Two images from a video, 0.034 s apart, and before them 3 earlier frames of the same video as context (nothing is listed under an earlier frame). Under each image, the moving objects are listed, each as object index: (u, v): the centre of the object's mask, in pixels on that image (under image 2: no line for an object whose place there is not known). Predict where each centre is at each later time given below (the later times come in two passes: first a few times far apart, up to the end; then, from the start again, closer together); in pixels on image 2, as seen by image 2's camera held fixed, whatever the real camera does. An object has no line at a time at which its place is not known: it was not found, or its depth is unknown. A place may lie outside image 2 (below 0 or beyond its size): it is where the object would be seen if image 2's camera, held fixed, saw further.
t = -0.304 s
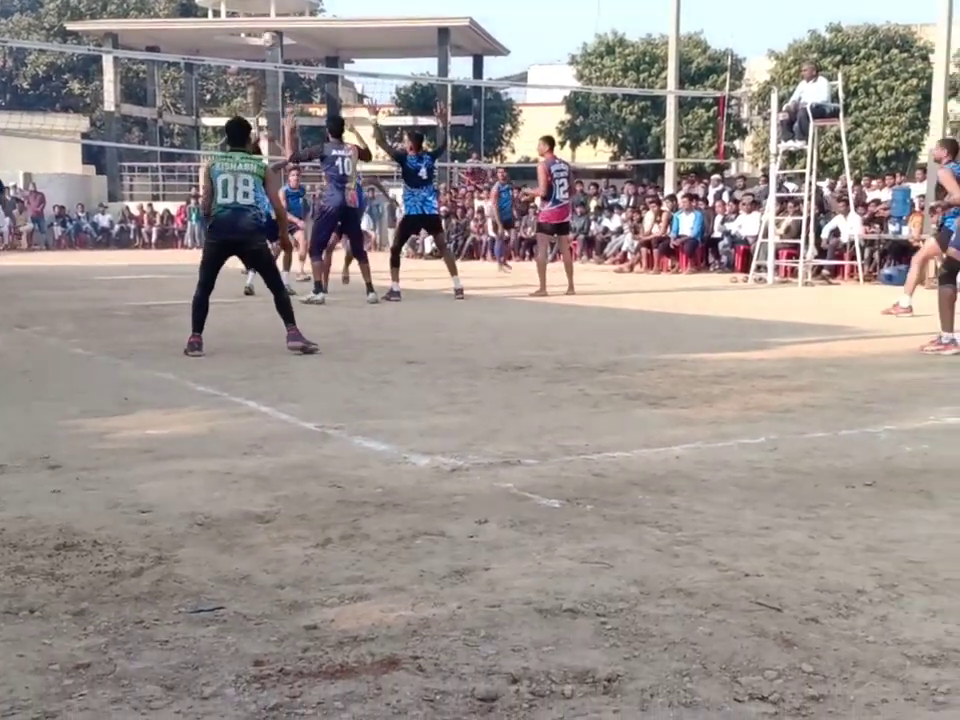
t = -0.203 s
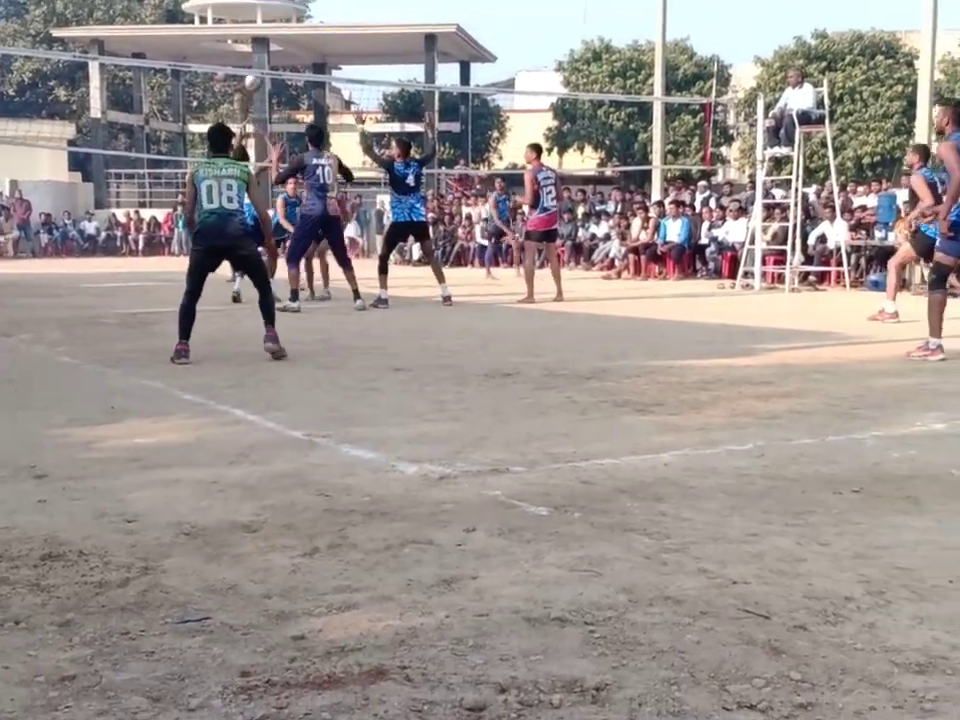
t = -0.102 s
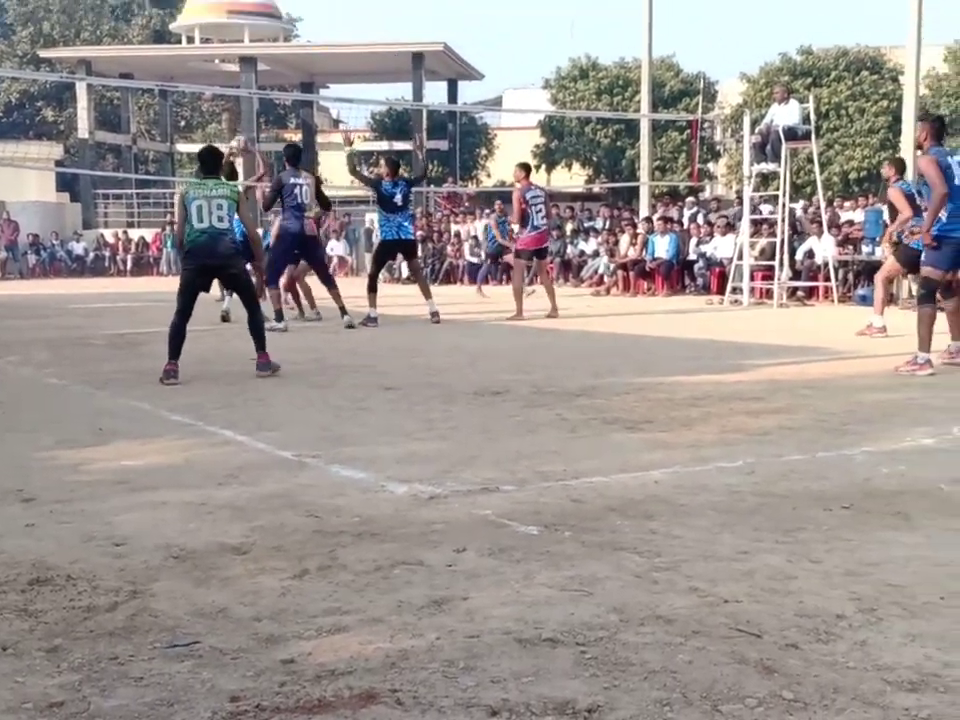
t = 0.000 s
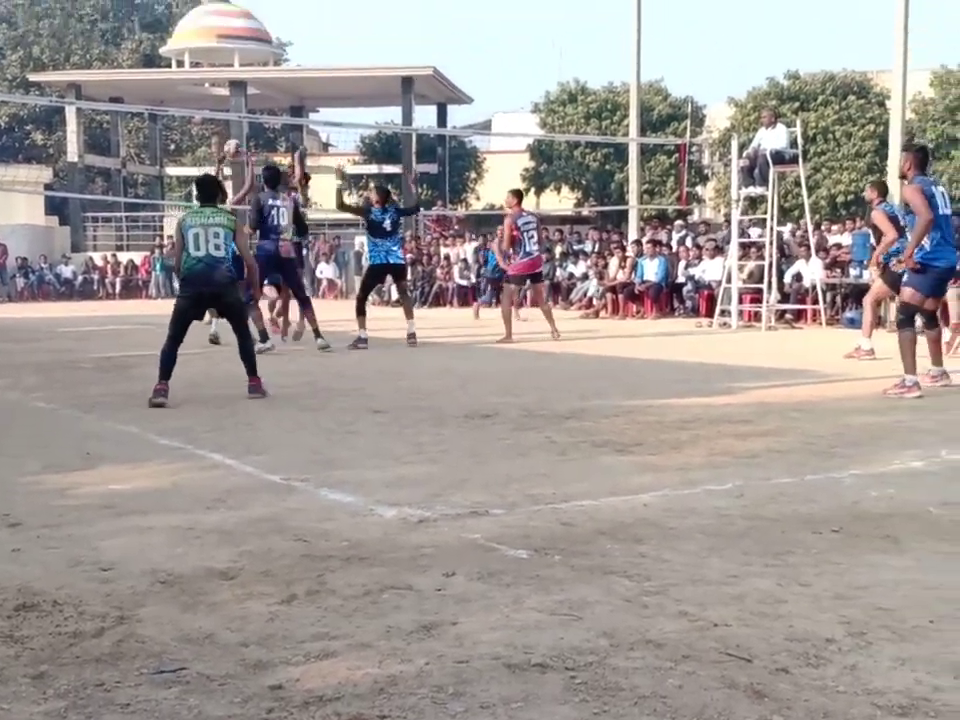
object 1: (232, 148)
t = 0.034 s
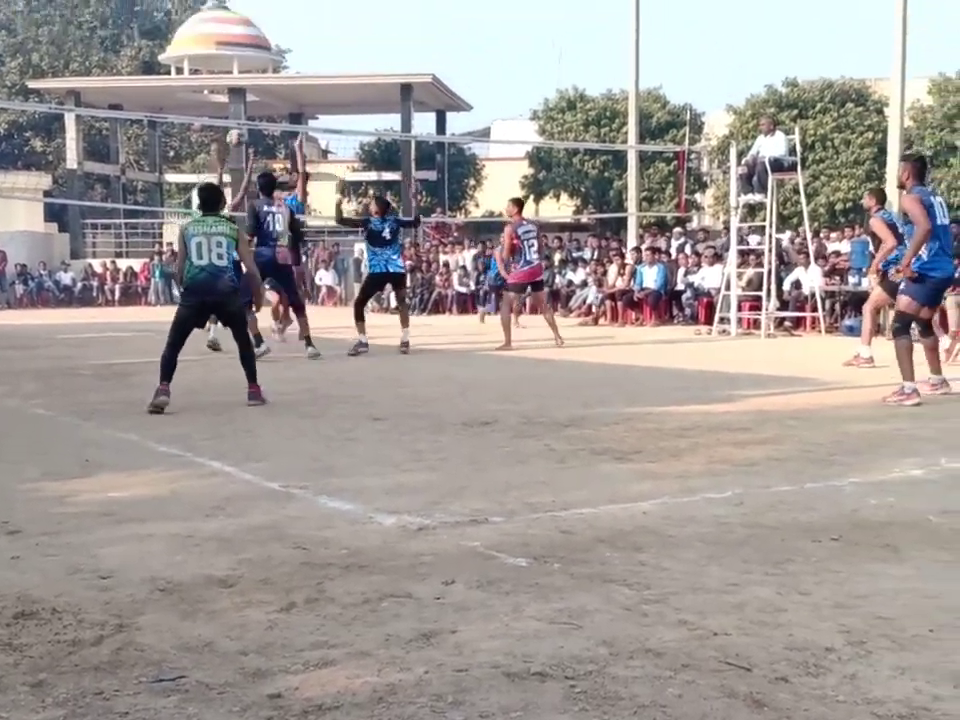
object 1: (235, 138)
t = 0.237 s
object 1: (258, 60)
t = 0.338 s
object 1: (270, 35)
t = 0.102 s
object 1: (242, 107)
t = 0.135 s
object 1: (246, 93)
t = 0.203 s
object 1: (254, 69)
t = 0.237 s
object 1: (258, 60)
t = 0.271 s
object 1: (261, 50)
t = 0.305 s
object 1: (264, 42)
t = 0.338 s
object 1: (270, 35)
